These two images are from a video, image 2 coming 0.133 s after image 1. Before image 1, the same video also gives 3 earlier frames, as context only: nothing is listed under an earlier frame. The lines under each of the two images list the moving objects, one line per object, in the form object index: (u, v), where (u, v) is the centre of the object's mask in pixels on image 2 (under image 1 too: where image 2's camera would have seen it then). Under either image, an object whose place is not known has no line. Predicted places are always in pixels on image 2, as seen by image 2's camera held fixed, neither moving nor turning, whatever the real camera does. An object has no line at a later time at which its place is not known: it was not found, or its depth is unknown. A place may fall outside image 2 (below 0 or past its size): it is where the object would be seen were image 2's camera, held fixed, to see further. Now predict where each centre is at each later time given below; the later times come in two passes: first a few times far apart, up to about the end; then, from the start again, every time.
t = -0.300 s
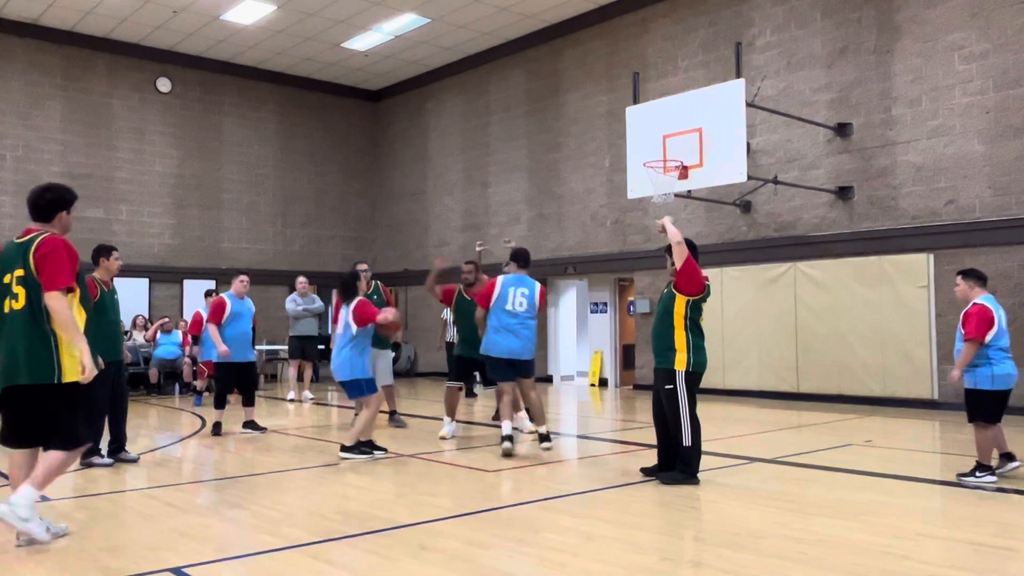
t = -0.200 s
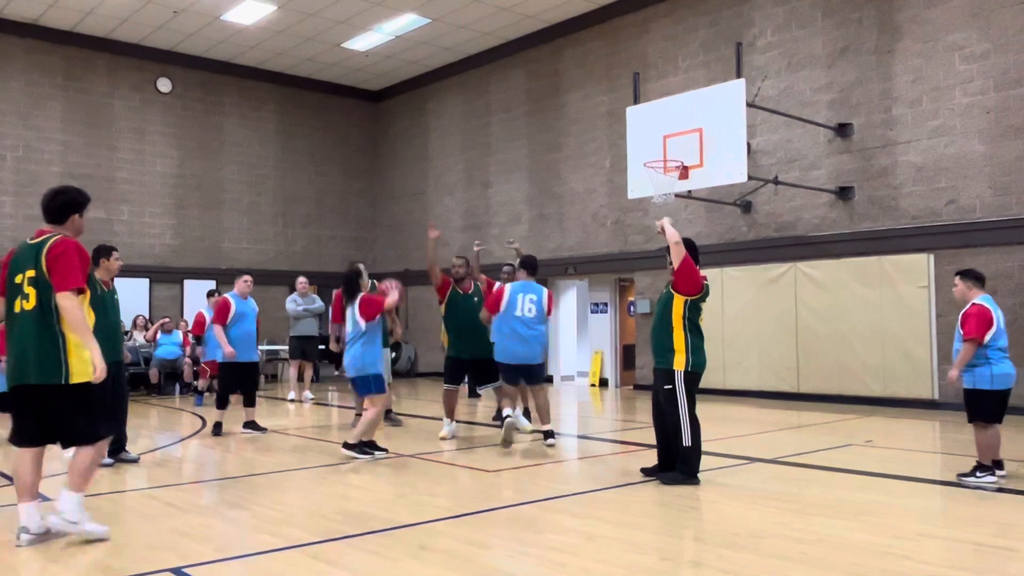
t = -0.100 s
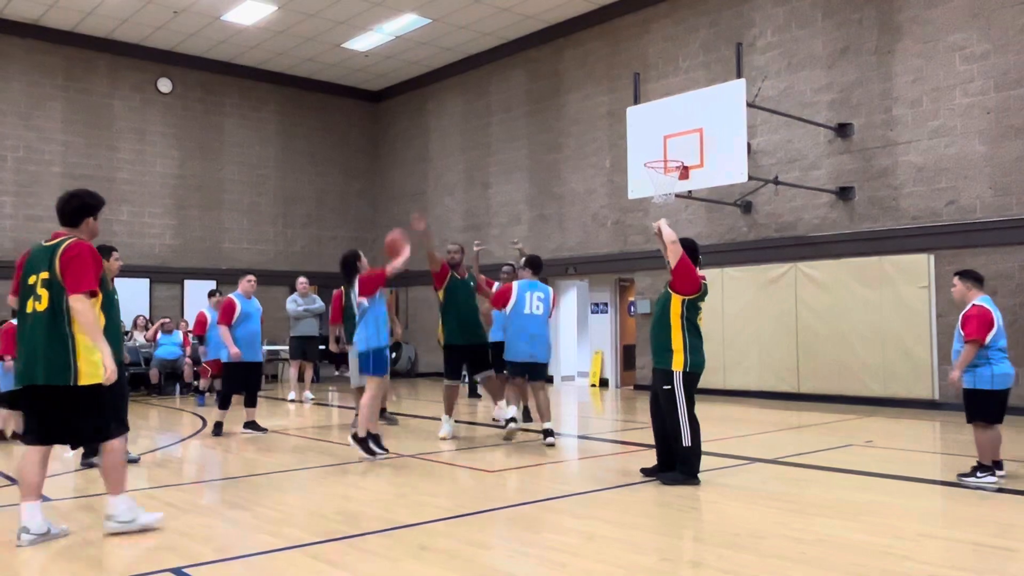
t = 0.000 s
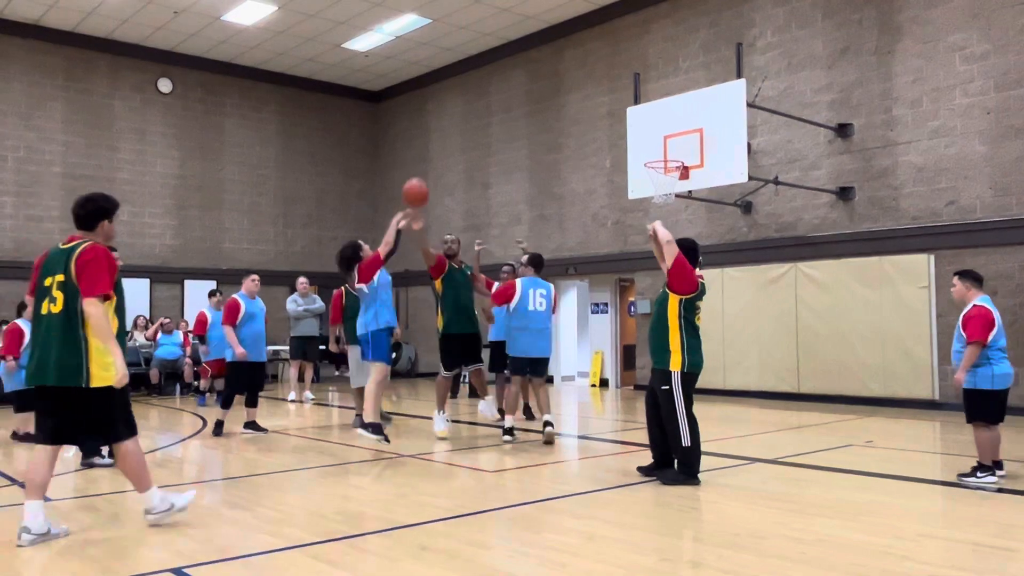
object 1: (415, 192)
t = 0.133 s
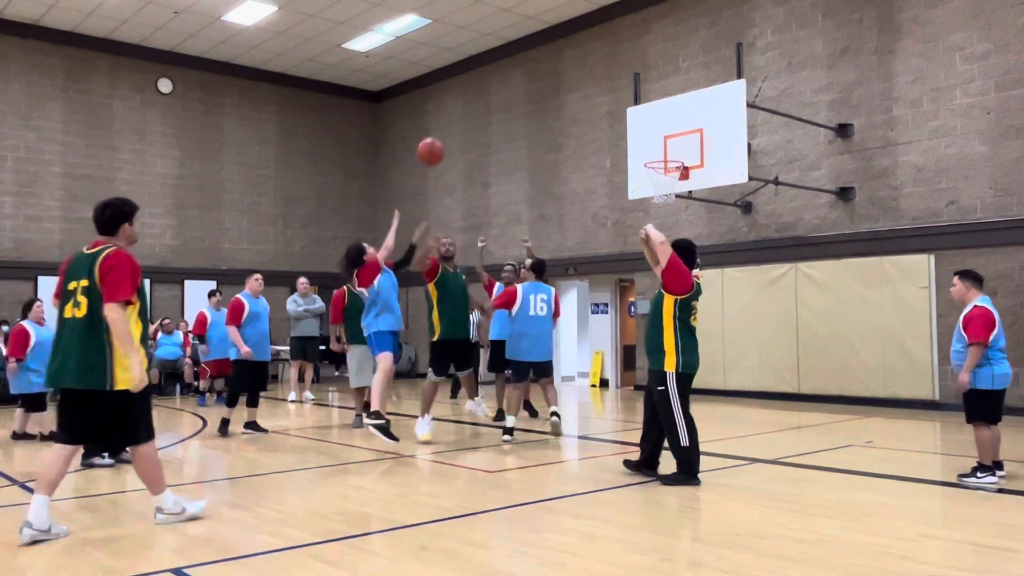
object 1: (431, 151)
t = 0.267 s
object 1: (446, 129)
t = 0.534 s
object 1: (479, 144)
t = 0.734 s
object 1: (504, 208)
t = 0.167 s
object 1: (434, 144)
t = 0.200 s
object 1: (438, 138)
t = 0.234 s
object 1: (442, 133)
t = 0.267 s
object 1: (446, 129)
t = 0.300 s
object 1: (450, 127)
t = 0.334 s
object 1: (454, 125)
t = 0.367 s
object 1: (458, 125)
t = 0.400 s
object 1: (462, 127)
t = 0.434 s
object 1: (466, 129)
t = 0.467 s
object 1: (470, 132)
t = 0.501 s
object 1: (474, 138)
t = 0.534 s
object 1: (479, 144)
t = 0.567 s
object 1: (483, 151)
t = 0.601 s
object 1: (487, 160)
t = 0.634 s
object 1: (491, 170)
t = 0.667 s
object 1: (495, 181)
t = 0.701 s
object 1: (499, 193)
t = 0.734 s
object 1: (504, 208)
